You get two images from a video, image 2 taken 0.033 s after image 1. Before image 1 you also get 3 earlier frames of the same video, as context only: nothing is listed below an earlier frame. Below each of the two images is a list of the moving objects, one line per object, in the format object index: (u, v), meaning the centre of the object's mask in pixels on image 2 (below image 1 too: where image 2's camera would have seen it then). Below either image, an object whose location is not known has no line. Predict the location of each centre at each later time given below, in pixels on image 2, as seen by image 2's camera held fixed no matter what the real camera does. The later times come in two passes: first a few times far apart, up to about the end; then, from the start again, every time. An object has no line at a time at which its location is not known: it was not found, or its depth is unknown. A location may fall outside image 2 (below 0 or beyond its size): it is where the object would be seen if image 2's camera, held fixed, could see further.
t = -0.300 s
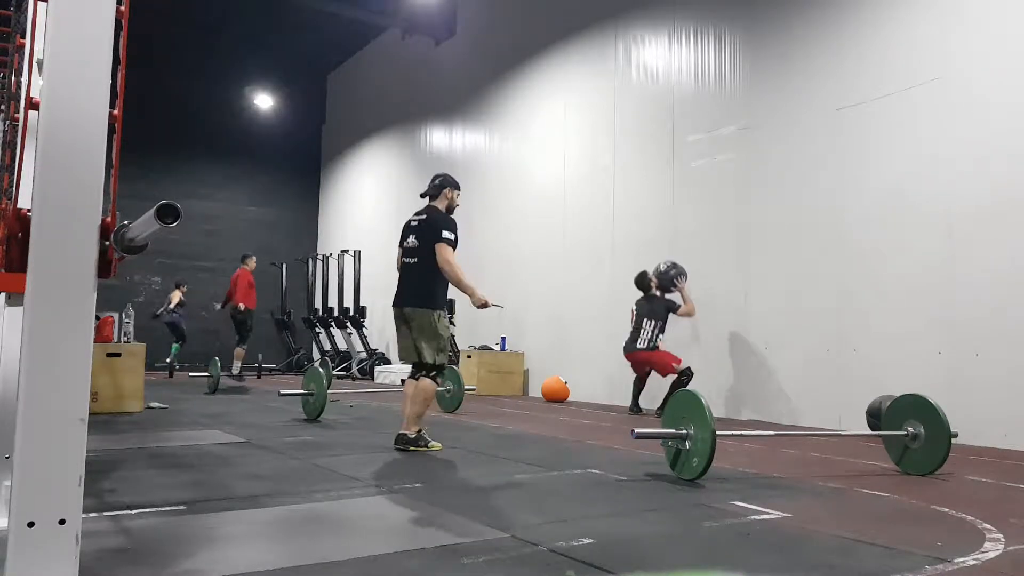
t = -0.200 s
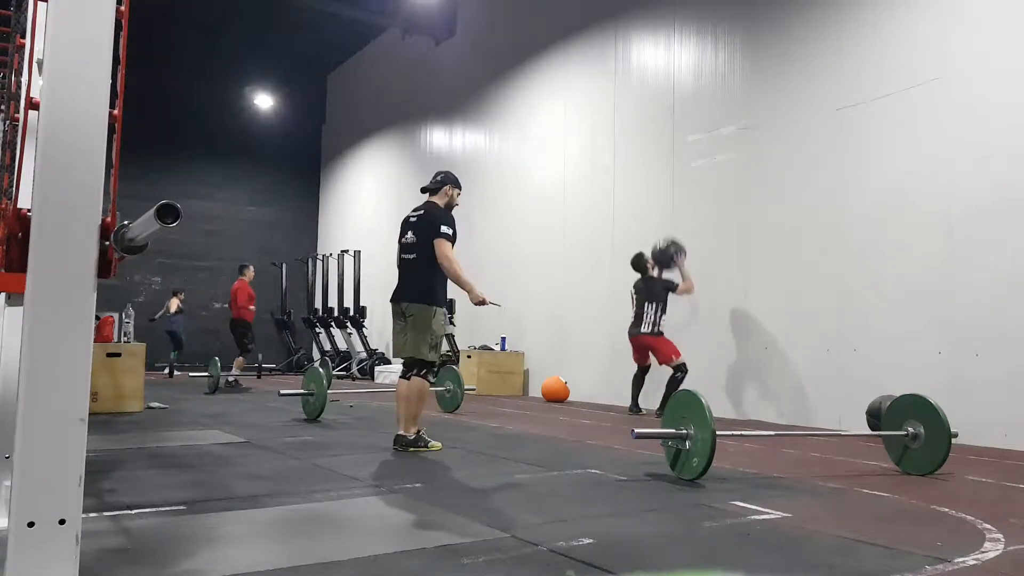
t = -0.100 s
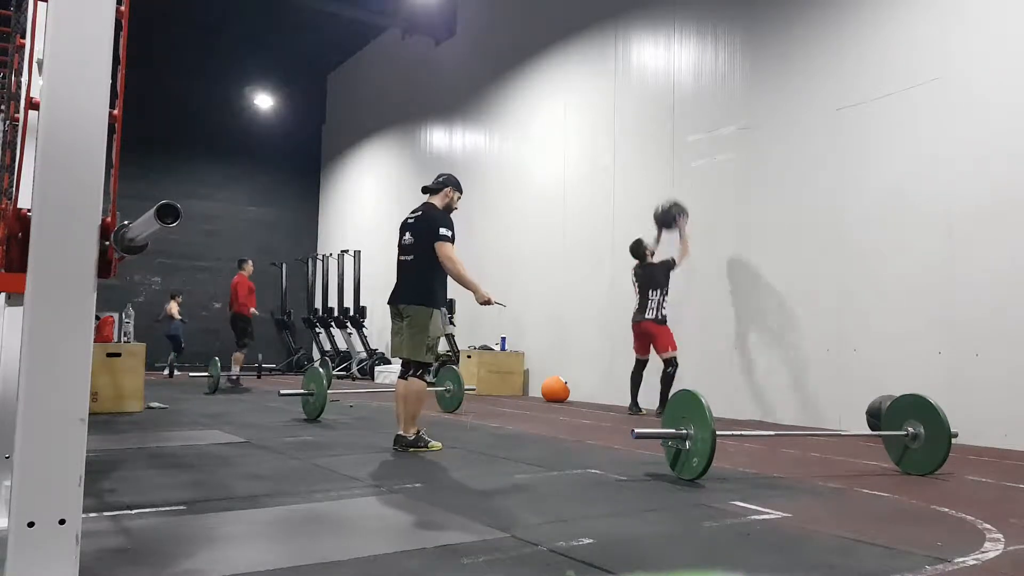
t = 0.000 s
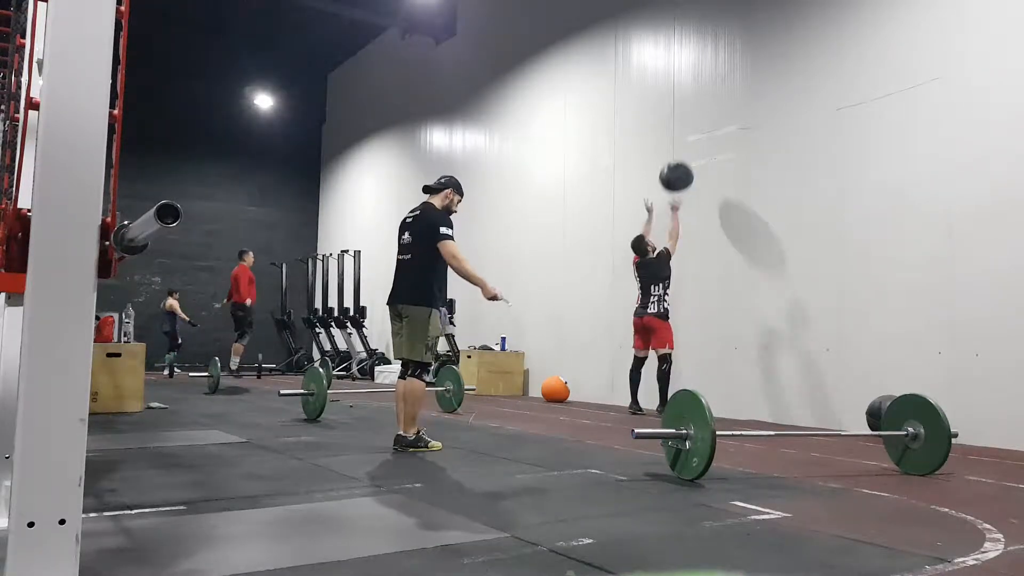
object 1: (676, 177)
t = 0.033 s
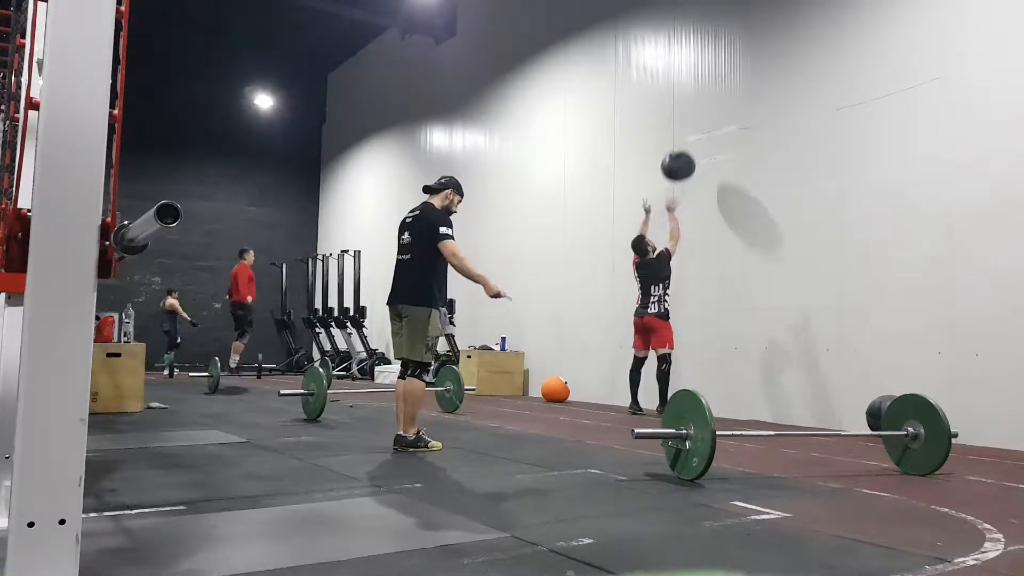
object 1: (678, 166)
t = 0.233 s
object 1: (689, 122)
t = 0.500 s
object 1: (690, 117)
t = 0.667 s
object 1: (688, 144)
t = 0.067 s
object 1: (680, 156)
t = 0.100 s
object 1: (682, 147)
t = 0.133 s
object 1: (683, 139)
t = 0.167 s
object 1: (685, 133)
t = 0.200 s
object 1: (687, 127)
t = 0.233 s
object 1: (689, 122)
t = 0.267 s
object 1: (691, 119)
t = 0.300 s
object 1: (692, 116)
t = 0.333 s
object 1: (693, 114)
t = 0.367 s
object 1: (692, 113)
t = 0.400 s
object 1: (692, 112)
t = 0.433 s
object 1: (692, 113)
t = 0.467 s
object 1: (691, 114)
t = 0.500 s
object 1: (690, 117)
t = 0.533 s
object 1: (690, 120)
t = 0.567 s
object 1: (689, 124)
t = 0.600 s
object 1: (689, 130)
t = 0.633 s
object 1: (688, 136)
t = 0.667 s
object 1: (688, 144)
